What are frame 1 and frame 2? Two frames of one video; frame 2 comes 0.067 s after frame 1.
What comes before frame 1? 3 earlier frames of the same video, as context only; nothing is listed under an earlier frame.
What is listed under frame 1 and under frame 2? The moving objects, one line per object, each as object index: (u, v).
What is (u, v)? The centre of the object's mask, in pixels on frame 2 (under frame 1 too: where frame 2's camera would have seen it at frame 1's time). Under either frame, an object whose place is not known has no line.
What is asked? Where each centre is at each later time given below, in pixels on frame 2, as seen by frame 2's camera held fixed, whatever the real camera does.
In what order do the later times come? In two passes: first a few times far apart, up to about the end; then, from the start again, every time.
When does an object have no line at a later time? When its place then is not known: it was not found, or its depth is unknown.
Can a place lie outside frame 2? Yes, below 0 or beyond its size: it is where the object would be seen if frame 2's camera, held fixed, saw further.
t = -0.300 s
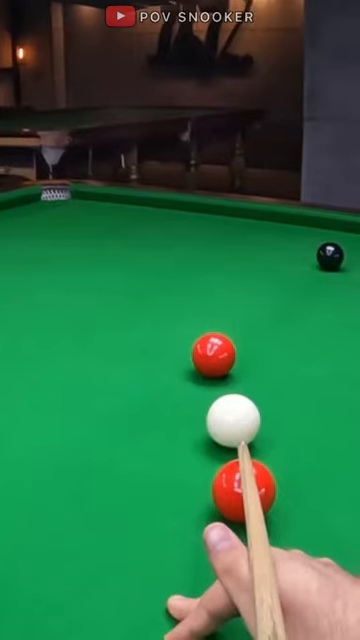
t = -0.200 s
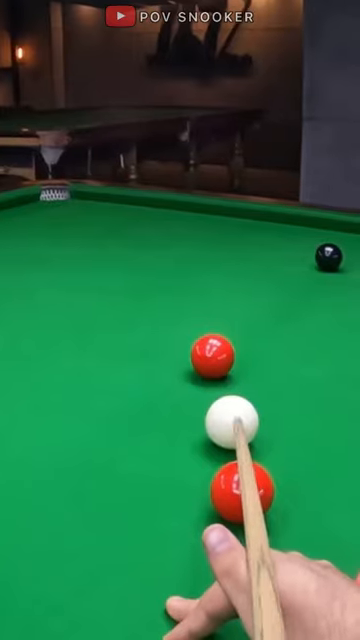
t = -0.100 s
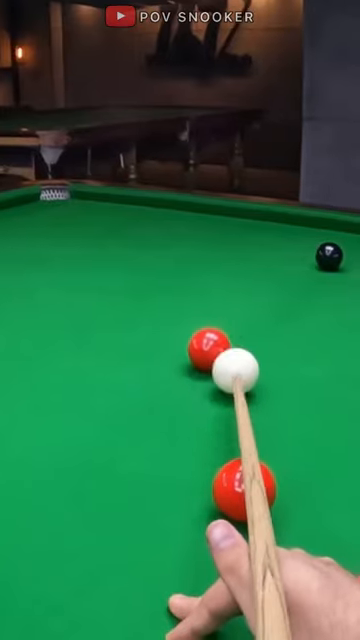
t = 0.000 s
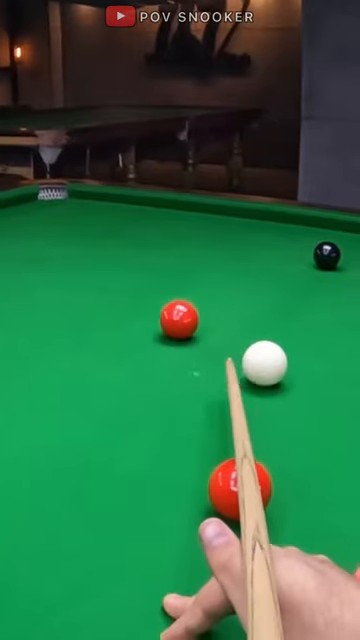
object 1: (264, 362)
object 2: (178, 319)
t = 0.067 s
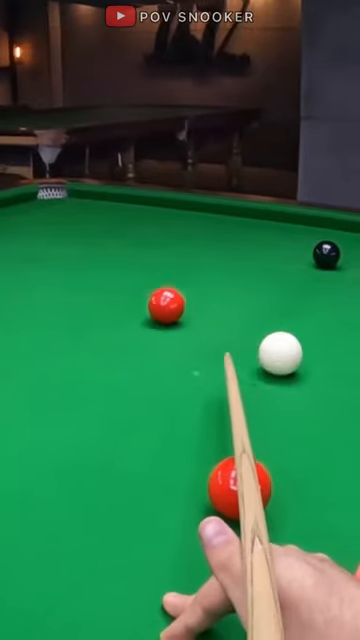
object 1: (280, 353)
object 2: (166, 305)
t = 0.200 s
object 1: (308, 337)
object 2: (146, 284)
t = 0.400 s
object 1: (342, 317)
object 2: (122, 259)
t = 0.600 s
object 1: (360, 300)
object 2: (104, 240)
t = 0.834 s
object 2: (87, 223)
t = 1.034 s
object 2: (76, 211)
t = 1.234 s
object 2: (67, 202)
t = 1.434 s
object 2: (59, 194)
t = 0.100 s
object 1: (287, 349)
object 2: (161, 299)
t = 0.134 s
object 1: (294, 345)
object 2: (155, 294)
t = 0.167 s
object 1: (301, 341)
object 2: (150, 288)
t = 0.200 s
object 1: (308, 337)
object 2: (146, 284)
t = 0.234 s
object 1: (314, 333)
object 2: (141, 279)
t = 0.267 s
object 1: (320, 330)
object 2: (137, 275)
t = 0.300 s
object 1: (326, 326)
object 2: (133, 270)
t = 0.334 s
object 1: (331, 323)
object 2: (129, 266)
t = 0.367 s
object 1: (337, 320)
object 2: (126, 263)
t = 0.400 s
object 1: (342, 317)
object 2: (122, 259)
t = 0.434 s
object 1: (347, 314)
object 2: (119, 256)
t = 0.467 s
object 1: (350, 311)
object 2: (115, 252)
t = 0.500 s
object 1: (352, 308)
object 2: (113, 249)
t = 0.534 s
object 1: (355, 305)
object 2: (109, 246)
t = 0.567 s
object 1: (357, 303)
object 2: (107, 243)
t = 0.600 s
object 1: (360, 300)
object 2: (104, 240)
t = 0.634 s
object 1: (362, 298)
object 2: (101, 237)
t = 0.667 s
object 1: (364, 296)
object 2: (98, 235)
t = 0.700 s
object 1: (365, 293)
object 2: (96, 232)
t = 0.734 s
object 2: (93, 230)
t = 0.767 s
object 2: (91, 227)
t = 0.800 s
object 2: (89, 226)
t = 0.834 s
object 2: (87, 223)
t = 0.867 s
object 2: (85, 221)
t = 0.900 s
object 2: (83, 219)
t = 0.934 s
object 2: (81, 217)
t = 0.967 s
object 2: (79, 215)
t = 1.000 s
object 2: (77, 213)
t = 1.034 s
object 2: (76, 211)
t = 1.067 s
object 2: (74, 209)
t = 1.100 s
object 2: (73, 208)
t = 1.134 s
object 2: (71, 206)
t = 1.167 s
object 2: (70, 205)
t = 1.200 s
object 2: (68, 203)
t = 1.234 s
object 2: (67, 202)
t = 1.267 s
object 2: (65, 200)
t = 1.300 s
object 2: (64, 199)
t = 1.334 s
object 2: (63, 198)
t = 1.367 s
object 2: (61, 196)
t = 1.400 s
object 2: (60, 195)
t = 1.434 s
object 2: (59, 194)
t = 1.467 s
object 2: (58, 193)
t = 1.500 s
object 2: (57, 191)
